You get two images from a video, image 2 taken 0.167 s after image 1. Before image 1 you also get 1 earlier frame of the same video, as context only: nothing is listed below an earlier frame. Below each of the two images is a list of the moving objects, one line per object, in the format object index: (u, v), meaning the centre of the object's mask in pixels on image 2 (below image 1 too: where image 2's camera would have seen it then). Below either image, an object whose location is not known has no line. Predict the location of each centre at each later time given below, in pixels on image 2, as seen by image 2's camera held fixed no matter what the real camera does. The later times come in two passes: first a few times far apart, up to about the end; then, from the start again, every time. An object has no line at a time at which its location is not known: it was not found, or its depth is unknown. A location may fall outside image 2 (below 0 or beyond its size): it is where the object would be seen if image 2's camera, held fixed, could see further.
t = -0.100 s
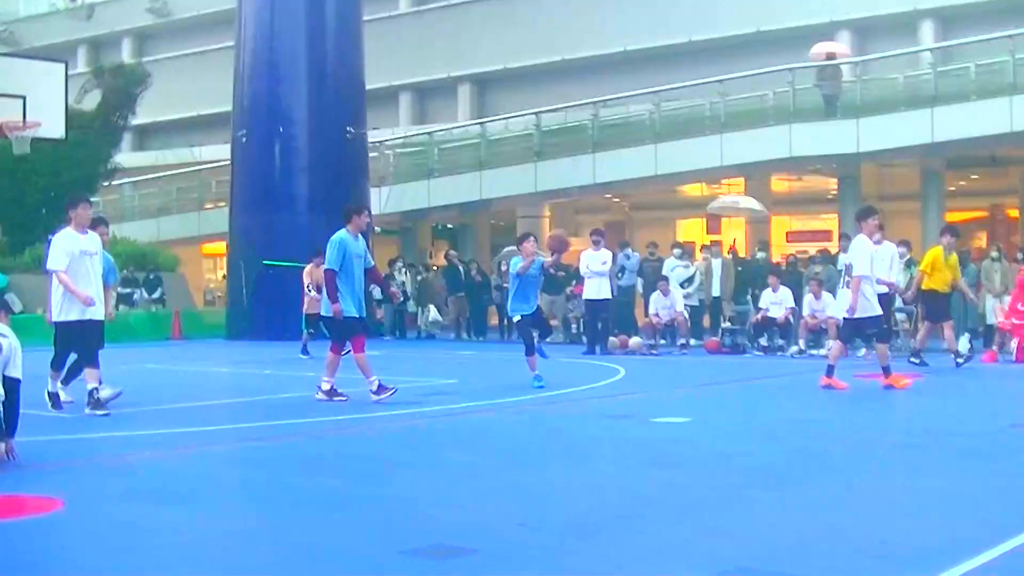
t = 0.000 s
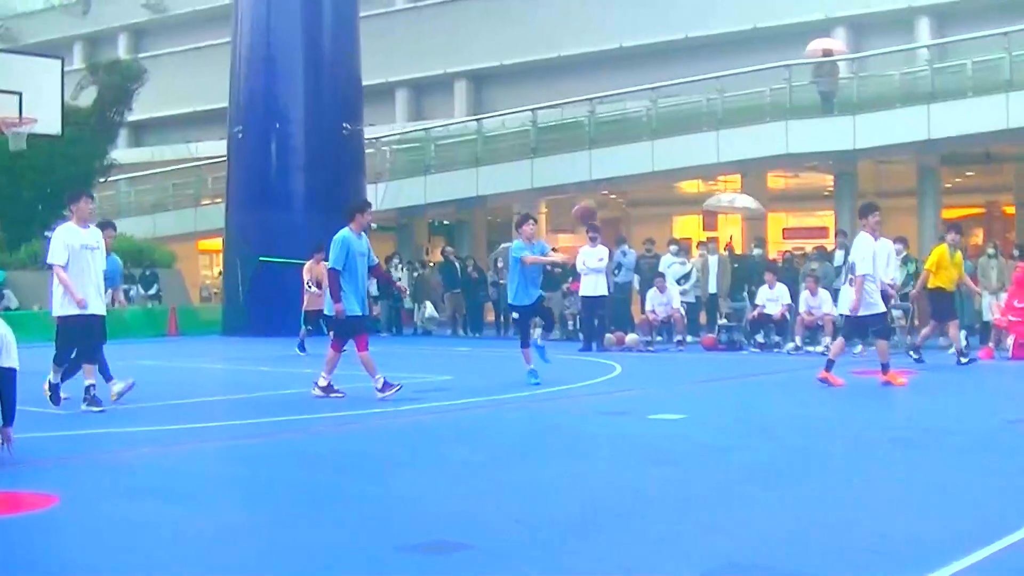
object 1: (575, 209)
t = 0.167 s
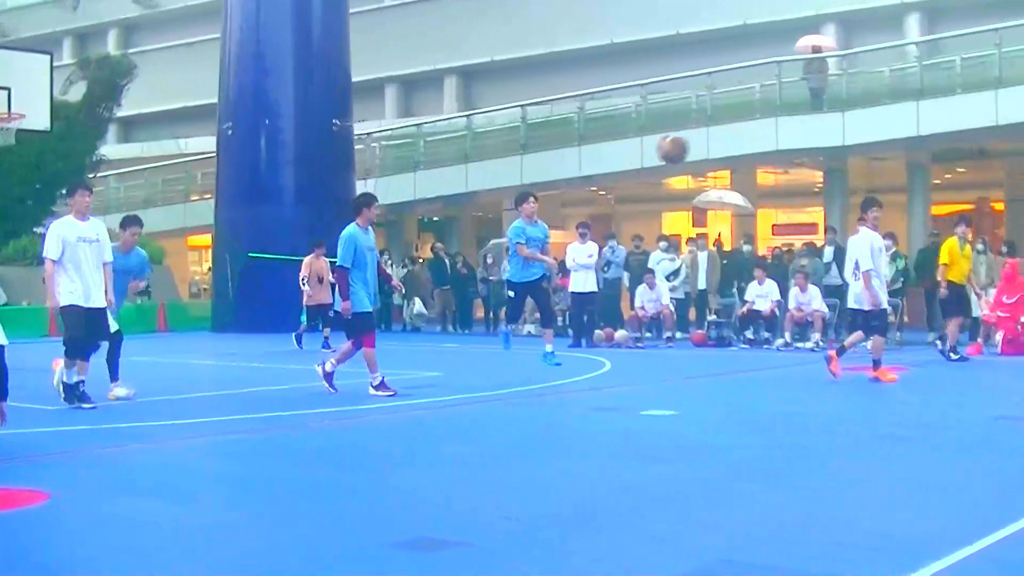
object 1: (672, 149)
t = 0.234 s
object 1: (722, 127)
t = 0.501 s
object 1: (1023, 74)
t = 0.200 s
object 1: (696, 138)
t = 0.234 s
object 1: (722, 127)
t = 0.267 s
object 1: (748, 118)
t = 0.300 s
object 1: (778, 110)
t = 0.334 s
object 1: (809, 100)
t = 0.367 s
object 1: (845, 92)
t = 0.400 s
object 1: (883, 87)
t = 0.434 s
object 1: (923, 81)
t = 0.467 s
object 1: (970, 77)
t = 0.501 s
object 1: (1023, 74)
